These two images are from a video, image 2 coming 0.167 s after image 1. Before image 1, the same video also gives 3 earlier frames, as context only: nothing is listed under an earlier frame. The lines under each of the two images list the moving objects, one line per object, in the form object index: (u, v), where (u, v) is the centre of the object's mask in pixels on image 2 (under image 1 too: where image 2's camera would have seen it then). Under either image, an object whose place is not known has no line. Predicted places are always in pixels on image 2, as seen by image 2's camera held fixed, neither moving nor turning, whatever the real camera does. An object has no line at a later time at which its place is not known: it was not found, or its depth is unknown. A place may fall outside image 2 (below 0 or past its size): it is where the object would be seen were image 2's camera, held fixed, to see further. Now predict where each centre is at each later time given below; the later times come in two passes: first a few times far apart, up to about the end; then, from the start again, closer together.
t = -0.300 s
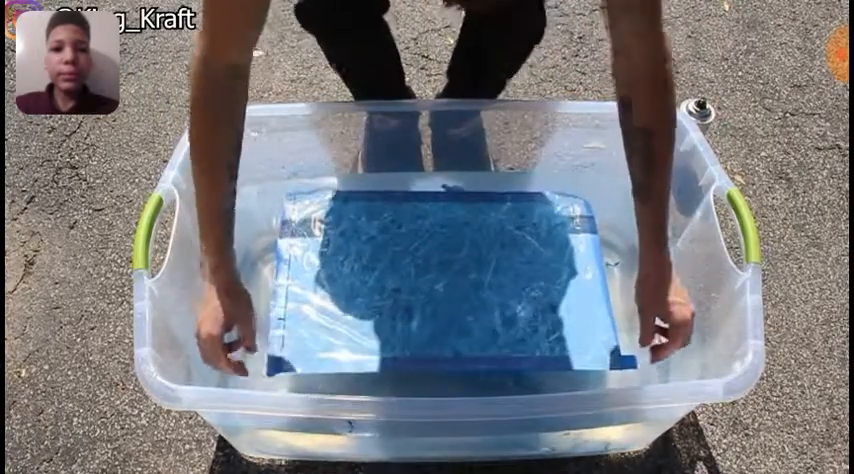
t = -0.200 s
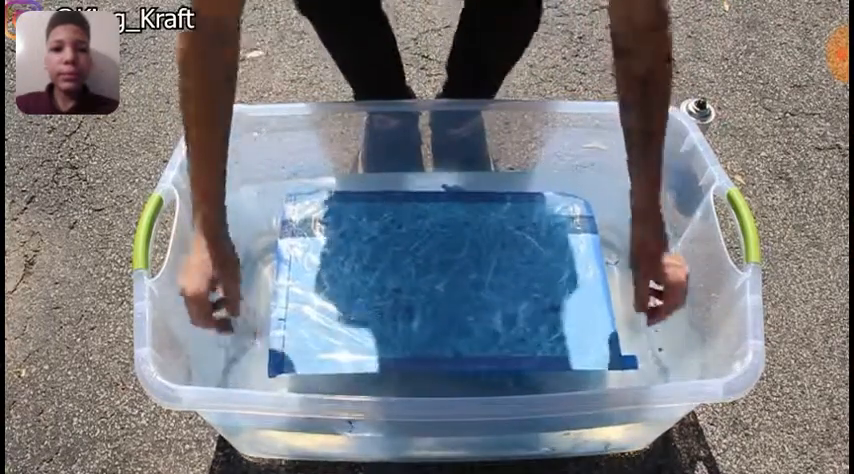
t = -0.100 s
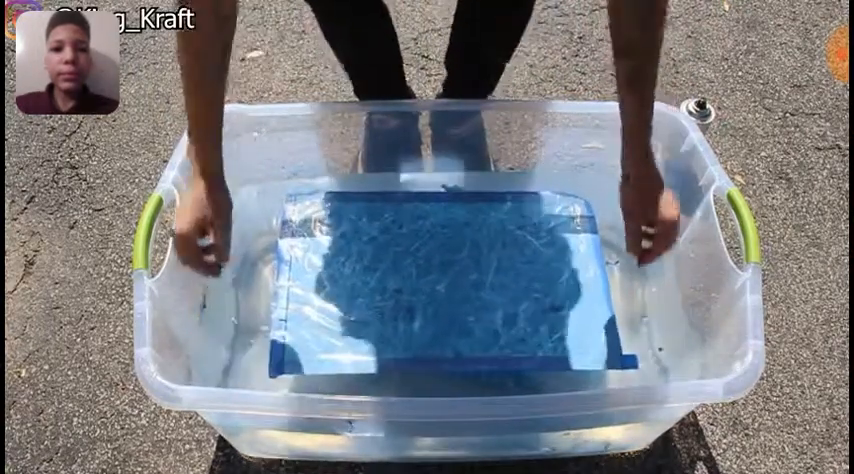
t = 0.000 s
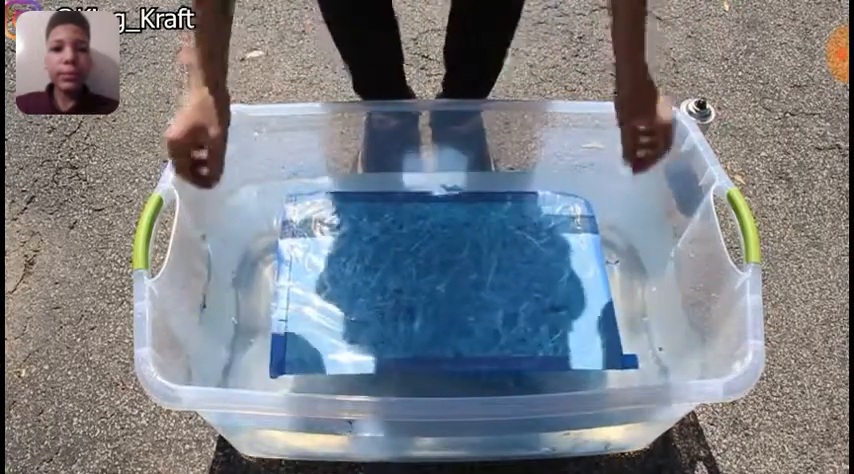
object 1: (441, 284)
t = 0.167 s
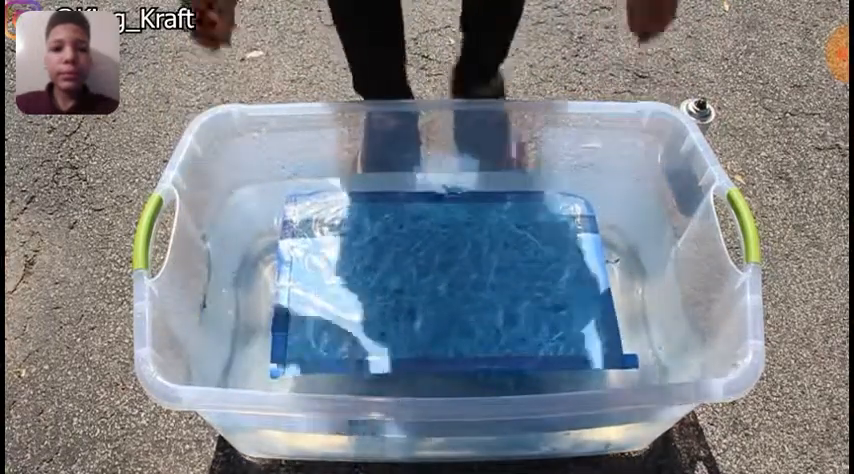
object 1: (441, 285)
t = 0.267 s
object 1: (441, 285)
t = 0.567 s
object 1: (440, 284)
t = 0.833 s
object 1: (440, 283)
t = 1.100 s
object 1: (441, 283)
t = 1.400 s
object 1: (440, 282)
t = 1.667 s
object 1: (439, 282)
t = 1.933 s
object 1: (439, 282)
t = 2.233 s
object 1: (438, 282)
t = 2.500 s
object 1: (438, 299)
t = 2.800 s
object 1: (438, 299)
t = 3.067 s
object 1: (439, 299)
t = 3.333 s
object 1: (438, 299)
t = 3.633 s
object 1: (439, 298)
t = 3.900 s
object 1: (441, 298)
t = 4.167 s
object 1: (441, 300)
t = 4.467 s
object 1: (439, 303)
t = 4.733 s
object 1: (437, 306)
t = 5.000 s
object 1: (447, 303)
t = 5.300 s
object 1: (450, 304)
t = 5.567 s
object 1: (446, 305)
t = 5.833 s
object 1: (445, 305)
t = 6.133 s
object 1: (444, 306)
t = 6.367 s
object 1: (444, 306)
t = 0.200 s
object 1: (441, 285)
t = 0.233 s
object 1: (441, 285)
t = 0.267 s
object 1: (441, 285)
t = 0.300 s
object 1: (441, 285)
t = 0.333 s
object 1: (441, 284)
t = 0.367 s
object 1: (441, 284)
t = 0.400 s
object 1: (441, 284)
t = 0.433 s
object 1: (441, 284)
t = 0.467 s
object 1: (441, 284)
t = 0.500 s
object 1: (441, 284)
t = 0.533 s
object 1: (440, 284)
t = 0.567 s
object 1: (440, 284)
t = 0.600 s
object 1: (440, 284)
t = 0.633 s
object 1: (440, 284)
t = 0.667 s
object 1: (440, 283)
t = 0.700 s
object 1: (440, 284)
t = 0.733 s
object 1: (441, 283)
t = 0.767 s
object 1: (441, 284)
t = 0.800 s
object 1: (439, 284)
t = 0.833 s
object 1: (440, 283)
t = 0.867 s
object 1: (440, 283)
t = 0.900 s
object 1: (440, 283)
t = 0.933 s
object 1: (441, 283)
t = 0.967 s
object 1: (441, 283)
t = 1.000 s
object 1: (441, 283)
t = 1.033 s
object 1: (441, 283)
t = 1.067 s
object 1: (441, 283)
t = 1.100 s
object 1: (441, 283)
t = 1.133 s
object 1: (441, 283)
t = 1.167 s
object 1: (441, 282)
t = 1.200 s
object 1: (441, 282)
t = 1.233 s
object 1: (440, 282)
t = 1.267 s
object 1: (440, 282)
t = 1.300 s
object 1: (440, 282)
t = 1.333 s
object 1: (440, 282)
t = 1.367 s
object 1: (440, 282)
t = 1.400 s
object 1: (440, 282)
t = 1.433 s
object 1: (440, 282)
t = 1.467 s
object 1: (440, 282)
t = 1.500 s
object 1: (440, 282)
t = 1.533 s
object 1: (440, 282)
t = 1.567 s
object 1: (439, 282)
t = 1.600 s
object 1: (439, 282)
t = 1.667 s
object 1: (439, 282)
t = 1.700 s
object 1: (439, 282)
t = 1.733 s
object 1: (439, 282)
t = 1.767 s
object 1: (439, 282)
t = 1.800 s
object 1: (439, 282)
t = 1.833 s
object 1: (439, 282)
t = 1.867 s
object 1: (439, 282)
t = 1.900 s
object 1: (439, 282)
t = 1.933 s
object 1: (439, 282)
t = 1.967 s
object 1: (439, 282)
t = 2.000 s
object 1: (439, 282)
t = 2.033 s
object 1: (439, 282)
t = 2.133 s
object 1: (439, 282)
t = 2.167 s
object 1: (438, 282)
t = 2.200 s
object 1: (438, 282)
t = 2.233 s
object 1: (438, 282)
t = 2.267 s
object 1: (438, 282)
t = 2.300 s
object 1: (436, 283)
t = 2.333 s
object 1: (436, 283)
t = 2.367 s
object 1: (435, 283)
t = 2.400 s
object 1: (436, 284)
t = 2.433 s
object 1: (439, 290)
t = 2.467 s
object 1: (438, 299)
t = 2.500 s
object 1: (438, 299)
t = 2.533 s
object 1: (438, 300)
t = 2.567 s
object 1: (438, 300)
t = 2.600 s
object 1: (438, 300)
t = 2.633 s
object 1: (438, 300)
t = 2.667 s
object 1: (438, 299)
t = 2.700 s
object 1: (438, 299)
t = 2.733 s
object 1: (438, 300)
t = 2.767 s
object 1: (438, 299)
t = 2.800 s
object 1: (438, 299)
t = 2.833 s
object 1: (438, 299)
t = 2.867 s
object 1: (438, 299)
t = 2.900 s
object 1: (438, 299)
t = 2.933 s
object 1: (438, 299)
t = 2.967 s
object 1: (438, 299)
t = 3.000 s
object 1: (438, 299)
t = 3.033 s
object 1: (439, 299)
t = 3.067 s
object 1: (439, 299)
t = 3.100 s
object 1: (439, 299)
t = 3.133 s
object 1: (438, 299)
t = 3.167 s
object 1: (439, 299)
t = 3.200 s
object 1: (439, 299)
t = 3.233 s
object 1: (439, 299)
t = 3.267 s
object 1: (439, 299)
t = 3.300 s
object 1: (438, 299)
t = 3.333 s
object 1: (438, 299)
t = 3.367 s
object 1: (439, 299)
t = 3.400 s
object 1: (439, 298)
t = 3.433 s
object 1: (439, 298)
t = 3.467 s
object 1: (439, 298)
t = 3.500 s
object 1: (439, 298)
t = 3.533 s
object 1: (439, 298)
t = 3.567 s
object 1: (439, 298)
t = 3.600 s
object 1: (439, 298)
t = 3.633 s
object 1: (439, 298)
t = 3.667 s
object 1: (439, 298)
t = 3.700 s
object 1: (440, 298)
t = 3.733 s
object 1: (440, 298)
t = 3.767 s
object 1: (440, 298)
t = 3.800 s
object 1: (440, 298)
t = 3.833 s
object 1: (441, 298)
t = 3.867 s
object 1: (441, 298)
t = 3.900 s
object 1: (441, 298)
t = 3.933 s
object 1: (441, 298)
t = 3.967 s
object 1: (441, 298)
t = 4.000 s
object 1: (441, 299)
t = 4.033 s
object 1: (442, 299)
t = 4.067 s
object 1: (442, 299)
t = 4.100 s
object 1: (442, 300)
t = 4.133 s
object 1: (441, 300)
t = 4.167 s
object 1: (441, 300)
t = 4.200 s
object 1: (441, 301)
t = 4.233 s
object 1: (442, 301)
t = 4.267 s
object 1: (442, 301)
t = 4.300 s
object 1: (441, 302)
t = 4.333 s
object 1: (441, 302)
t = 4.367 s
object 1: (441, 302)
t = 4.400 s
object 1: (441, 303)
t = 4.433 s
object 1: (440, 303)
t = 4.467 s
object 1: (439, 303)
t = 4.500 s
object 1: (438, 304)
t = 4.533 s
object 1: (438, 304)
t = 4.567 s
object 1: (438, 305)
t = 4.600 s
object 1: (438, 305)
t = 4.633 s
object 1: (437, 305)
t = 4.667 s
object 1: (436, 305)
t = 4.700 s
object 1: (437, 306)
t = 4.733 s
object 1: (437, 306)
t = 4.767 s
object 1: (437, 305)
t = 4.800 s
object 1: (437, 305)
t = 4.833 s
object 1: (439, 305)
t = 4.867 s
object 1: (440, 304)
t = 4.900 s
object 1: (443, 304)
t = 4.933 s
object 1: (444, 304)
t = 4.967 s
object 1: (446, 304)
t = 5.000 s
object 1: (447, 303)
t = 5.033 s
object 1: (449, 303)
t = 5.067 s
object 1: (450, 303)
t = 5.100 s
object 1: (451, 303)
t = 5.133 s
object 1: (451, 303)
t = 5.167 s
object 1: (451, 303)
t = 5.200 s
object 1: (451, 304)
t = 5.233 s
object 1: (451, 304)
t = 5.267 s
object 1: (450, 304)
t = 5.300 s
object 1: (450, 304)
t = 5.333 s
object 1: (449, 304)
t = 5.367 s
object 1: (449, 304)
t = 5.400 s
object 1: (448, 305)
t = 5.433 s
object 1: (447, 305)
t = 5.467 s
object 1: (446, 305)
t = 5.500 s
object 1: (446, 305)
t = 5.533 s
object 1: (446, 305)
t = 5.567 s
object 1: (446, 305)
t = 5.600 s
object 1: (446, 305)
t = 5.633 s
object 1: (446, 305)
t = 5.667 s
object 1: (446, 305)
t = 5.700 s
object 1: (446, 305)
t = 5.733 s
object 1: (446, 305)
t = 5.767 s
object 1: (446, 305)
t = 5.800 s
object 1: (445, 305)
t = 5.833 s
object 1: (445, 305)
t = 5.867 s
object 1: (445, 306)
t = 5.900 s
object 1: (445, 306)
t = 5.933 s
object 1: (445, 306)
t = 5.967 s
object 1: (444, 306)
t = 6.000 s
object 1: (444, 306)
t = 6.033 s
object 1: (444, 306)
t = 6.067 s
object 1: (444, 306)
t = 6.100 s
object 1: (444, 306)
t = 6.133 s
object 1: (444, 306)
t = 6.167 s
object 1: (444, 305)
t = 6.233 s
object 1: (444, 306)
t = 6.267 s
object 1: (444, 306)
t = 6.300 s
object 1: (444, 306)
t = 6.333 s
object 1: (444, 306)
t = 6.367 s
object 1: (444, 306)
